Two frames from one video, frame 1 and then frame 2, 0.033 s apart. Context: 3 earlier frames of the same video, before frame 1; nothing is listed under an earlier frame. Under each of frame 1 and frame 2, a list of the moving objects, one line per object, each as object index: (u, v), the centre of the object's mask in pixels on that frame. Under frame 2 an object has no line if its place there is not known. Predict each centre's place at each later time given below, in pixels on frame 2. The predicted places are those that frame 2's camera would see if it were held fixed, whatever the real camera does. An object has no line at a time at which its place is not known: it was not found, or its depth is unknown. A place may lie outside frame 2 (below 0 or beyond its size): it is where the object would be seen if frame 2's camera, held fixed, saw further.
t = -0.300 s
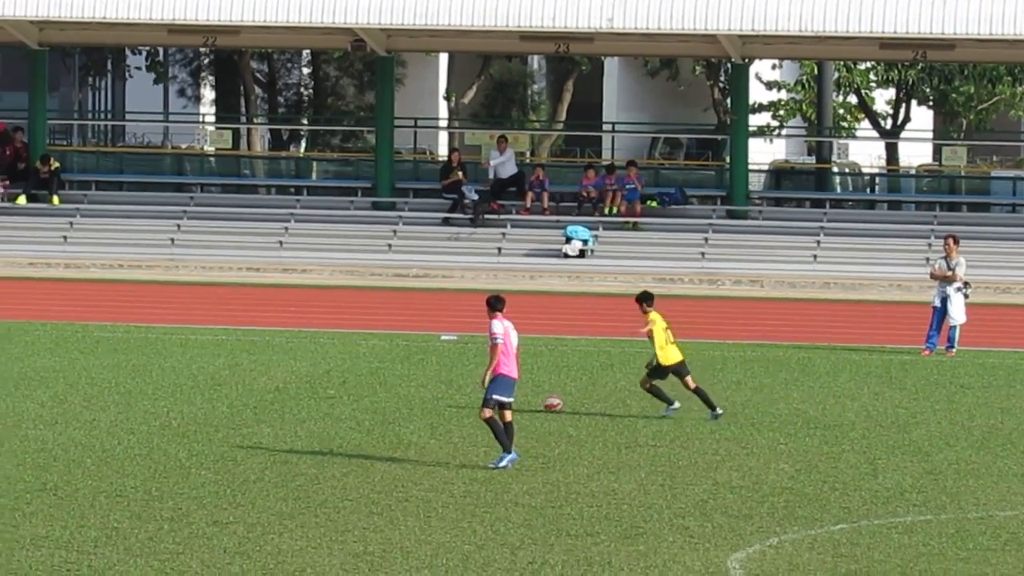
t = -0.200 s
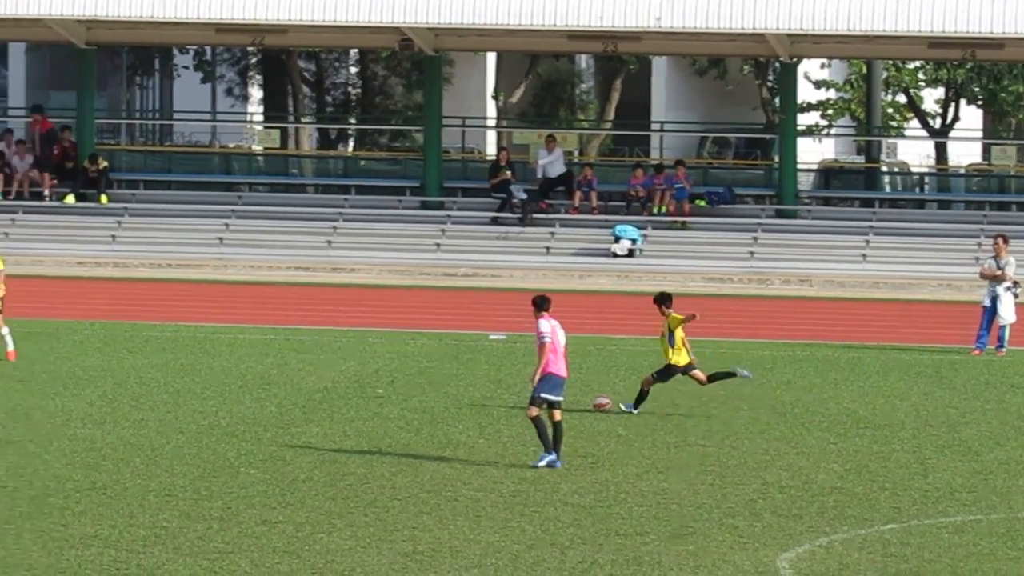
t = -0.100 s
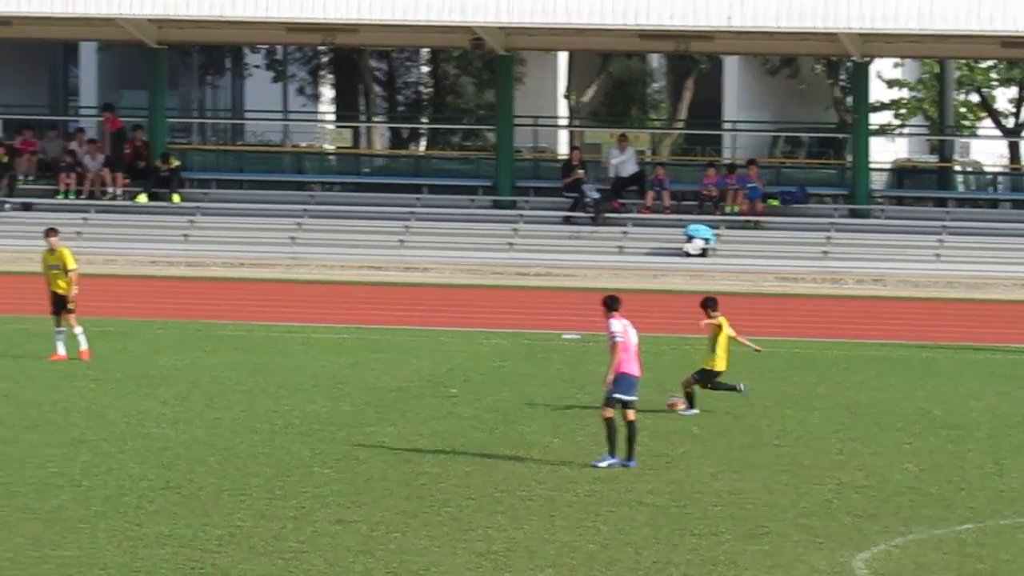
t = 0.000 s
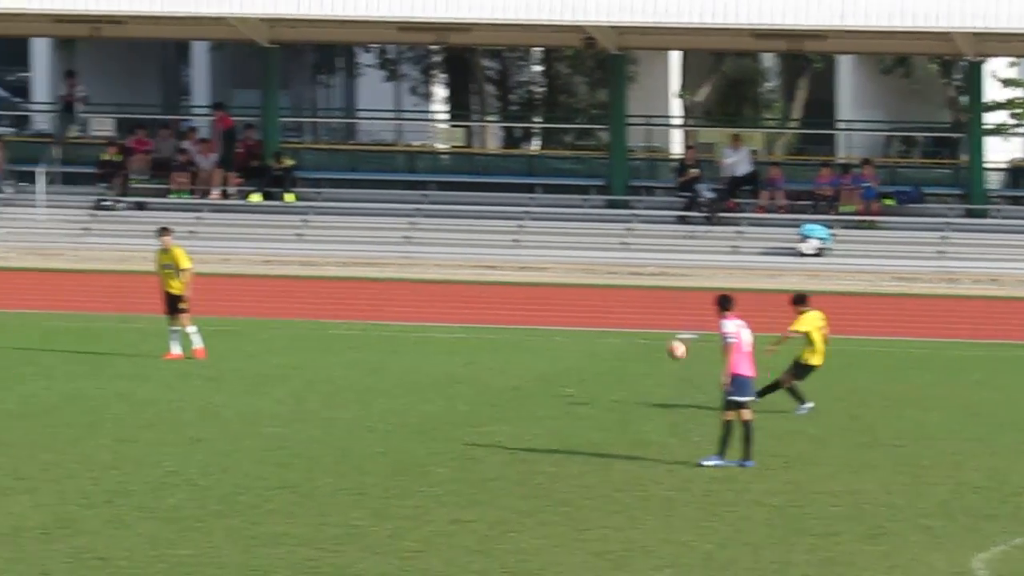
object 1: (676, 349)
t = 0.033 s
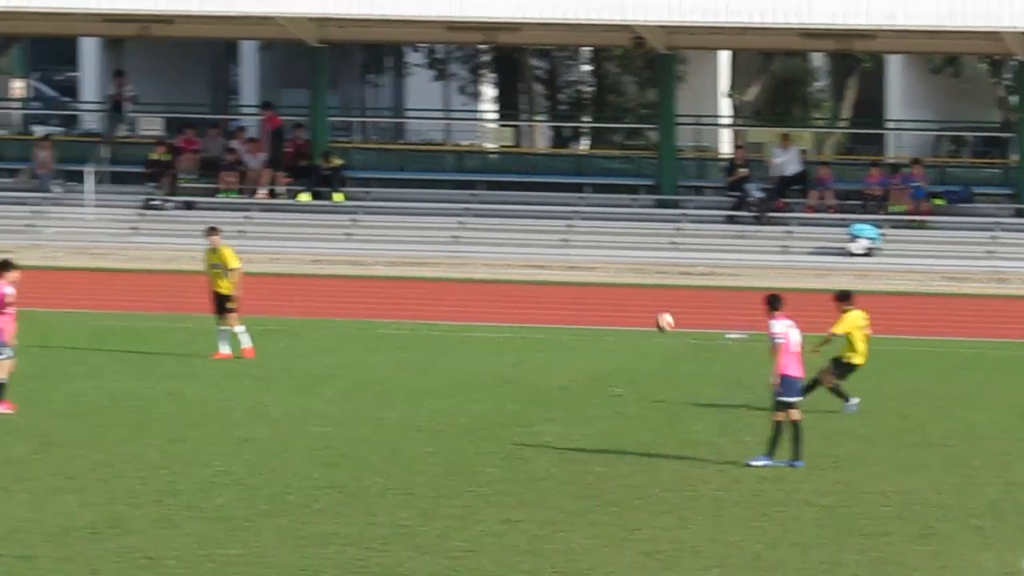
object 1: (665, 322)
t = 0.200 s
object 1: (371, 194)
